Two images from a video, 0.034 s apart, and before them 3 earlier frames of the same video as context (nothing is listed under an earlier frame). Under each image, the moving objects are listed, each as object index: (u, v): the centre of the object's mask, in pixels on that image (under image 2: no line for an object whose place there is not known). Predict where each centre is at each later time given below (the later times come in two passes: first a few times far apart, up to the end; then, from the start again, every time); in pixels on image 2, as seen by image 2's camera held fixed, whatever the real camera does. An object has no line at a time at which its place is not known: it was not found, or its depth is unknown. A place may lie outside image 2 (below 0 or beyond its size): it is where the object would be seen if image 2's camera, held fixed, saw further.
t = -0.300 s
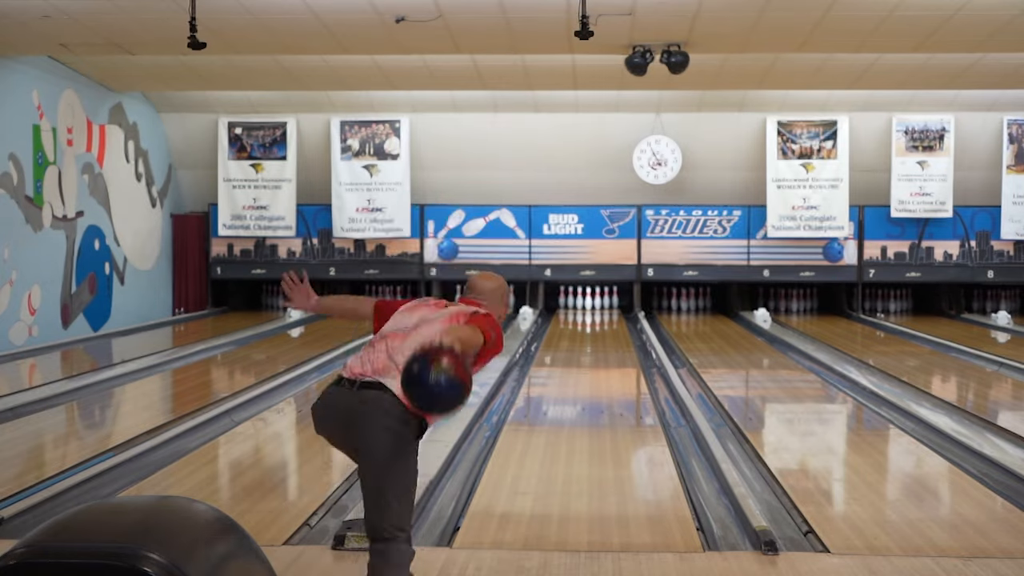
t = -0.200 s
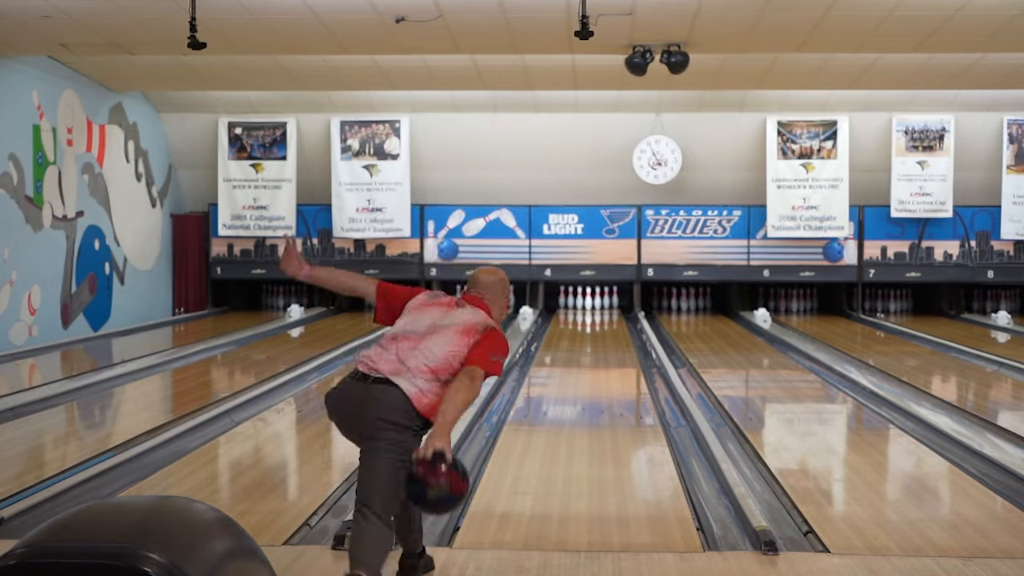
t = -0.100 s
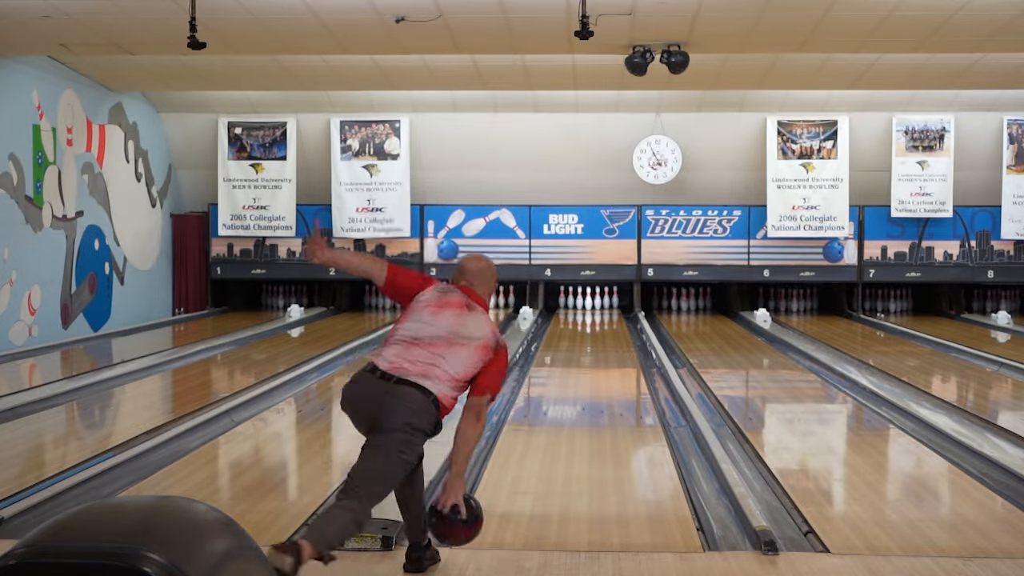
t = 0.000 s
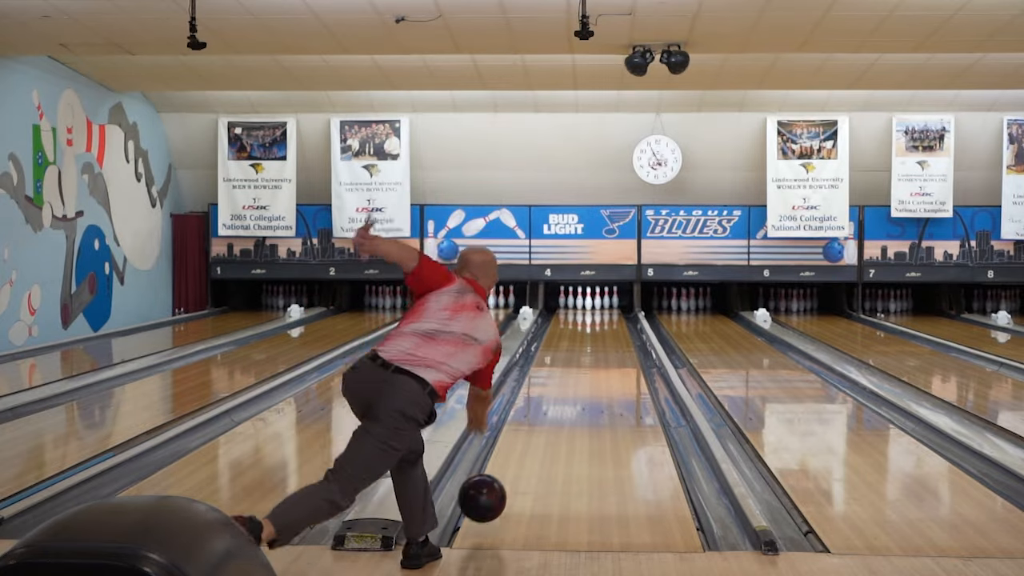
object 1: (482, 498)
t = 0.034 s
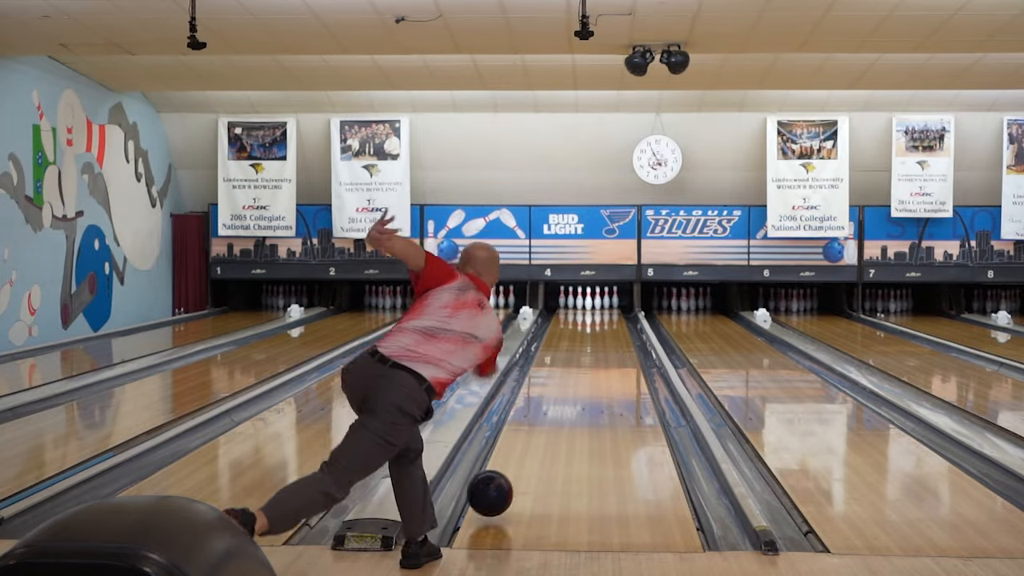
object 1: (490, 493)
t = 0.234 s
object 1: (525, 443)
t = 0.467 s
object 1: (551, 402)
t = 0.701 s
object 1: (570, 376)
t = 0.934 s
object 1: (583, 356)
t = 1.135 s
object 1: (591, 343)
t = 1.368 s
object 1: (600, 332)
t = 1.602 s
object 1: (606, 322)
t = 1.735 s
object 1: (609, 317)
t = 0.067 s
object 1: (497, 485)
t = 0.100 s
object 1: (504, 474)
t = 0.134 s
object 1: (509, 467)
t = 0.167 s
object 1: (515, 458)
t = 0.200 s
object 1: (520, 450)
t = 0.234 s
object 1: (525, 443)
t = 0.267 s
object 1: (530, 435)
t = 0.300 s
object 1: (534, 429)
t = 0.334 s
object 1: (537, 423)
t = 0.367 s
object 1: (541, 417)
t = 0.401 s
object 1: (545, 412)
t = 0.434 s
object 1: (548, 407)
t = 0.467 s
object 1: (551, 402)
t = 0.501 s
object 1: (554, 398)
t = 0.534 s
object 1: (557, 394)
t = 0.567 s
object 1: (560, 390)
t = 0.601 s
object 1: (563, 386)
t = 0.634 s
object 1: (565, 383)
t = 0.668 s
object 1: (567, 379)
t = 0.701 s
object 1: (570, 376)
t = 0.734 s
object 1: (572, 373)
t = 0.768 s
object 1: (574, 370)
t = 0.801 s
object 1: (576, 367)
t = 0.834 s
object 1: (577, 364)
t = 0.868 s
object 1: (579, 361)
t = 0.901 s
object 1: (581, 358)
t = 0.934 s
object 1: (583, 356)
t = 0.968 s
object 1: (584, 354)
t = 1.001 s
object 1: (586, 351)
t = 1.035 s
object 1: (587, 349)
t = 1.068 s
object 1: (588, 347)
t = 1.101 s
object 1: (590, 345)
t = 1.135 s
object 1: (591, 343)
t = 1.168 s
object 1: (592, 342)
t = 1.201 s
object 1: (593, 340)
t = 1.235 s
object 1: (595, 338)
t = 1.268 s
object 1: (596, 336)
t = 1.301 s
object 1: (597, 335)
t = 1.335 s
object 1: (598, 333)
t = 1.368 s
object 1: (600, 332)
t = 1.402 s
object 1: (600, 330)
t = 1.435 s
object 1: (601, 328)
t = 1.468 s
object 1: (602, 327)
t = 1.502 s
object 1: (603, 326)
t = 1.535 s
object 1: (604, 324)
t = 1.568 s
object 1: (604, 323)
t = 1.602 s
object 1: (606, 322)
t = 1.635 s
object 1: (606, 320)
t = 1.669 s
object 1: (607, 319)
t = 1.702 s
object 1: (608, 318)
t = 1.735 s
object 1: (609, 317)
